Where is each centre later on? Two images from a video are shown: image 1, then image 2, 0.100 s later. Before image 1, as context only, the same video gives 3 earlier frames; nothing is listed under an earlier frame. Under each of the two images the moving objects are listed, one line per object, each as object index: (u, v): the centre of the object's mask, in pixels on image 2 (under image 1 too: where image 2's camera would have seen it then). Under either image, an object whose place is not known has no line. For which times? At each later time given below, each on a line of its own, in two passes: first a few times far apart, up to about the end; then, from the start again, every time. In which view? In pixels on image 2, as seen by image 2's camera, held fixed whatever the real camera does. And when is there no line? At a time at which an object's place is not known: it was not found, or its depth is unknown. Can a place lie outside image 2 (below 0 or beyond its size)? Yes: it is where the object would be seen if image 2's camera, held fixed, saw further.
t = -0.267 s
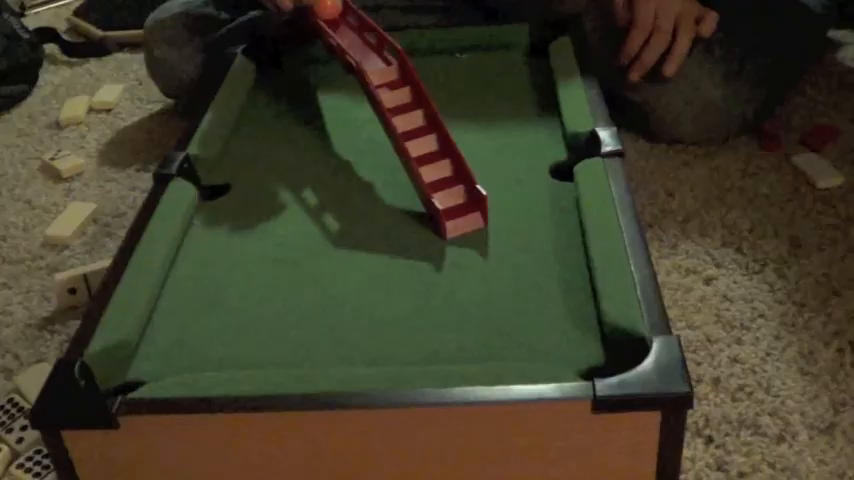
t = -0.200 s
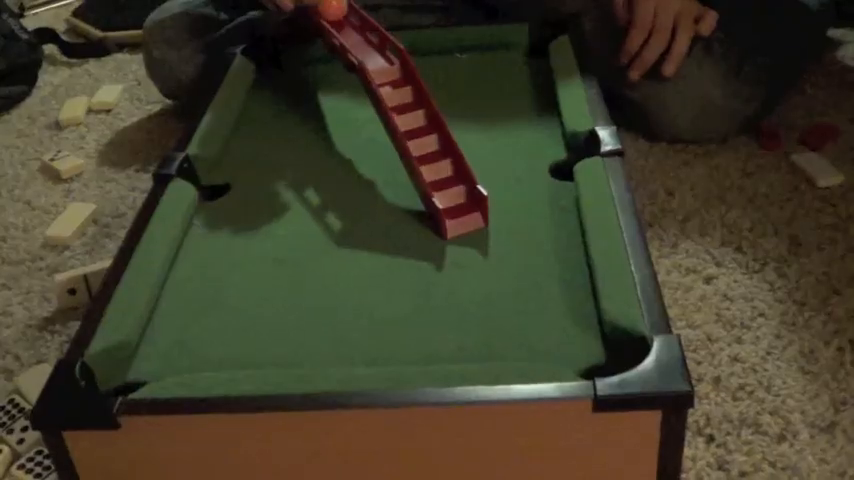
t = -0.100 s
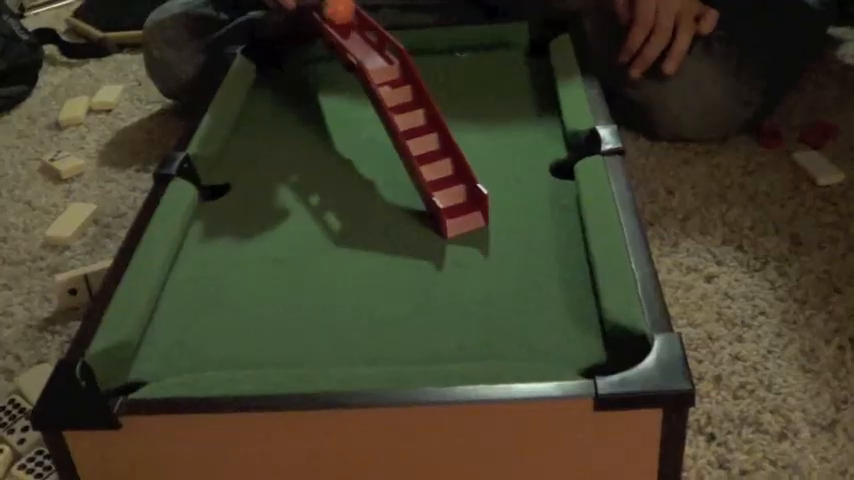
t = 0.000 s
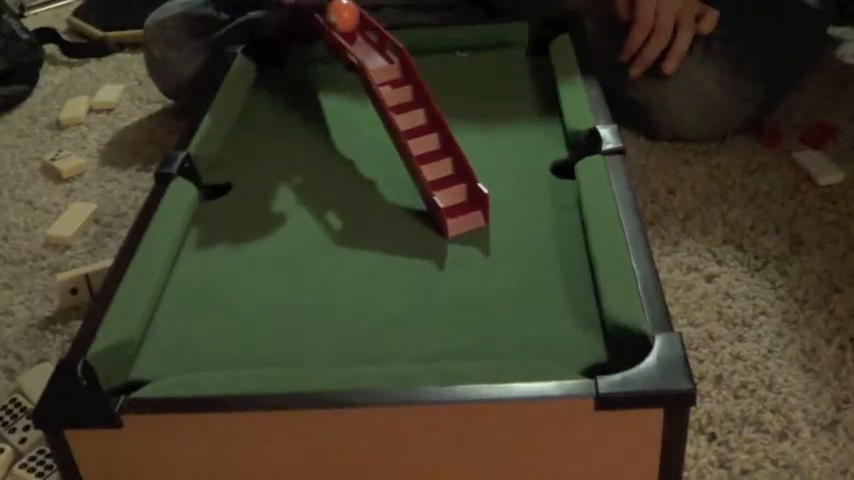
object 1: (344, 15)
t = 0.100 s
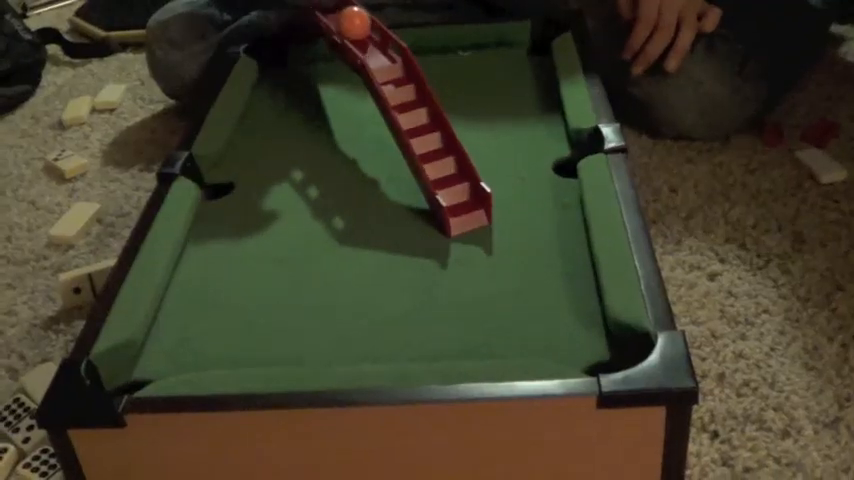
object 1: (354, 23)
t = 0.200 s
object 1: (366, 34)
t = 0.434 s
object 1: (411, 94)
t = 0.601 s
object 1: (460, 191)
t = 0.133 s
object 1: (358, 26)
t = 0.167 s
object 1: (361, 30)
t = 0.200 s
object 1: (366, 34)
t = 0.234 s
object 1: (370, 38)
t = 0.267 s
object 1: (375, 43)
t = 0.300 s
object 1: (379, 47)
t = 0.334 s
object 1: (386, 54)
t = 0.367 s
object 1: (393, 70)
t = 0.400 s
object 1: (401, 80)
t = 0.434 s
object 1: (411, 94)
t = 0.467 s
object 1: (419, 107)
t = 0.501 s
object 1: (429, 125)
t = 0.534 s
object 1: (439, 145)
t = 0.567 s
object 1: (449, 169)
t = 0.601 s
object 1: (460, 191)
